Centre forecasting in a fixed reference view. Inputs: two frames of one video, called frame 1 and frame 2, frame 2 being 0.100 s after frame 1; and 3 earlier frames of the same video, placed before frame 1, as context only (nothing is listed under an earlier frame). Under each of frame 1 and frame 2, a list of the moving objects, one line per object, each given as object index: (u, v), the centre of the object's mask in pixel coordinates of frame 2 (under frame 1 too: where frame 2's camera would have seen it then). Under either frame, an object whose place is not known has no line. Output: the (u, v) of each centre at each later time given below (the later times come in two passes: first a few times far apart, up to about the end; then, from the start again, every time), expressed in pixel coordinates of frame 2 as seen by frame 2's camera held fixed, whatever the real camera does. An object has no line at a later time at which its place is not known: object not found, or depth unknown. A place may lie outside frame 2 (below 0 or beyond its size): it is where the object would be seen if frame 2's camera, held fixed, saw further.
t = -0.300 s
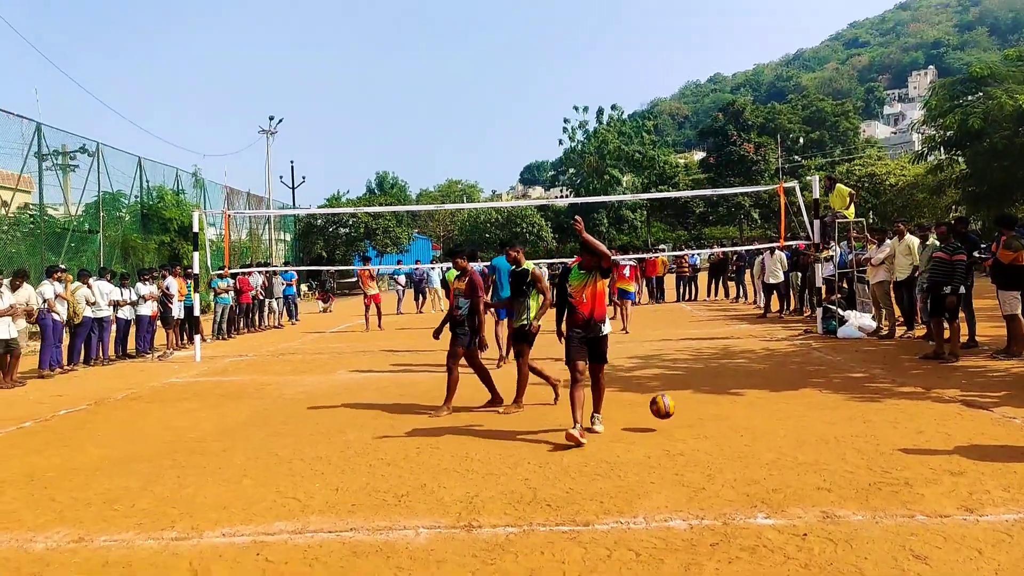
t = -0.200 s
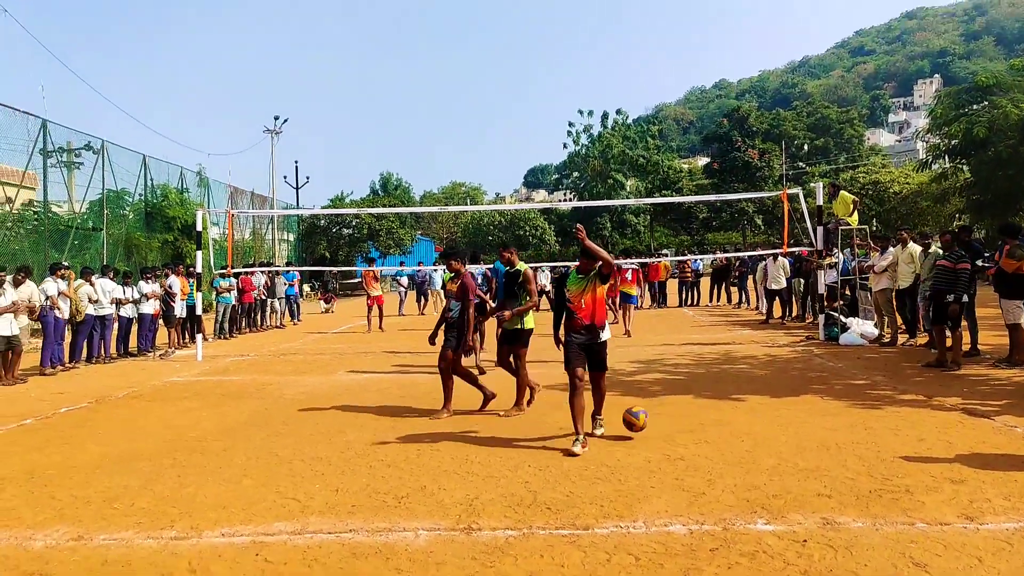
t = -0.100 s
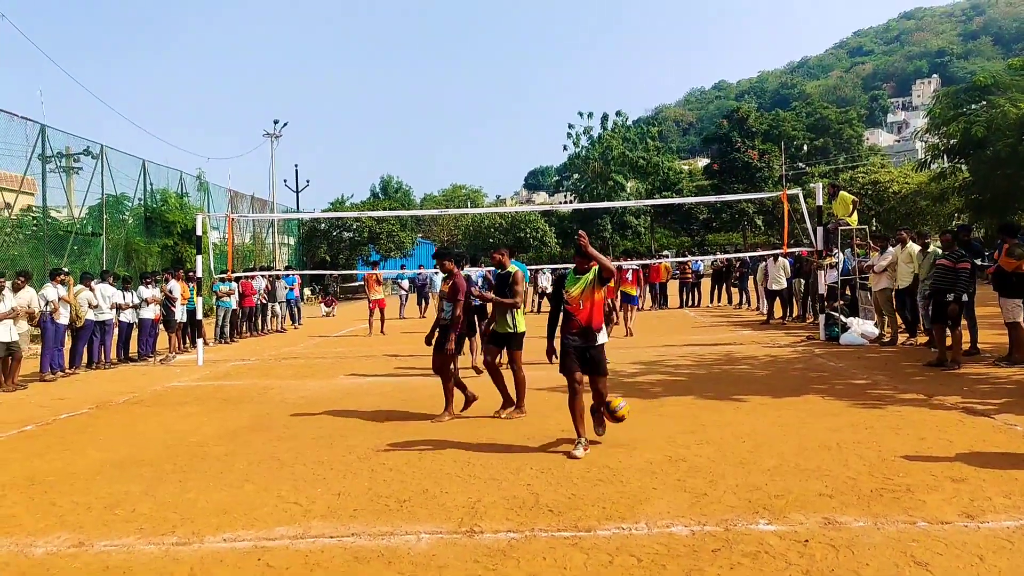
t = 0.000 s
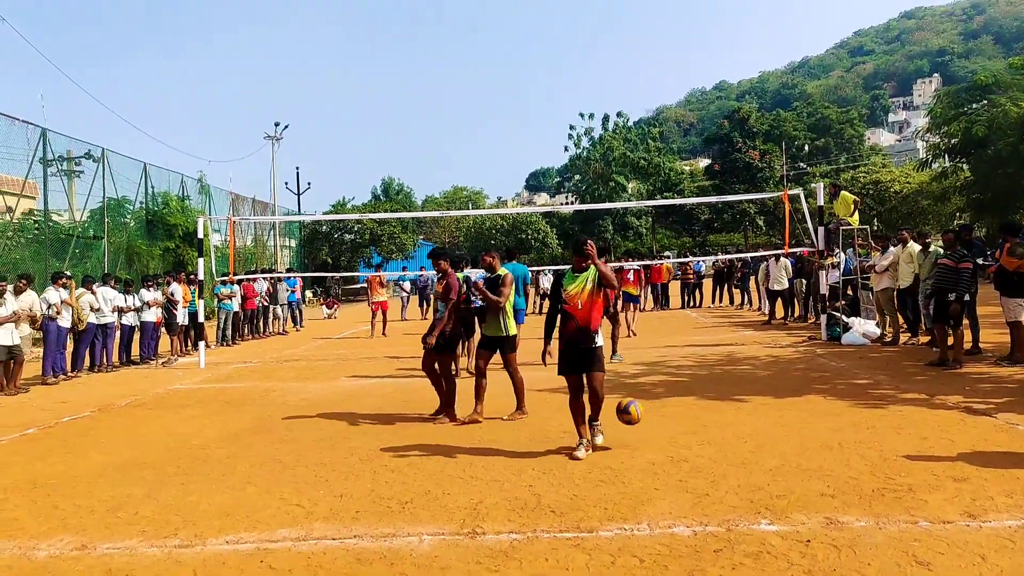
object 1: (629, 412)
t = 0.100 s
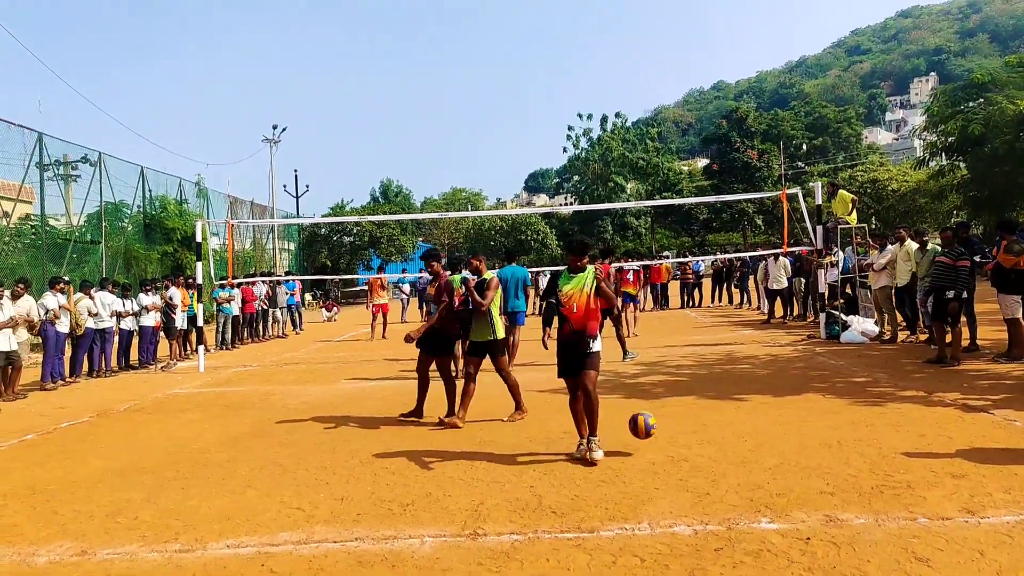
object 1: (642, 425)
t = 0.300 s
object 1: (656, 436)
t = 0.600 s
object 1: (667, 456)
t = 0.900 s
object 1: (684, 474)
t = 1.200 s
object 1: (704, 493)
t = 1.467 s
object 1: (721, 523)
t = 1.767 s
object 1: (750, 567)
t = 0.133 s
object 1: (647, 433)
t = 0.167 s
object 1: (651, 443)
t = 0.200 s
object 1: (654, 444)
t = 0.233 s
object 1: (655, 439)
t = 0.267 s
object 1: (655, 437)
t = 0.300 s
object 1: (656, 436)
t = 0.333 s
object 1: (657, 435)
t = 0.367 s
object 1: (658, 436)
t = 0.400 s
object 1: (659, 439)
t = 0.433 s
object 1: (660, 443)
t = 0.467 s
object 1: (661, 449)
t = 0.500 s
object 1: (663, 458)
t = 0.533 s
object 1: (664, 463)
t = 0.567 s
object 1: (666, 459)
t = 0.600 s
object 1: (667, 456)
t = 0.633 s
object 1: (669, 455)
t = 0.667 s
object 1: (670, 456)
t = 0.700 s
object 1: (672, 458)
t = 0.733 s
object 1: (674, 461)
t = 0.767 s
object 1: (676, 466)
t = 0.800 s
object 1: (678, 474)
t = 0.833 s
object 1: (679, 479)
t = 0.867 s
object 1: (682, 475)
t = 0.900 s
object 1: (684, 474)
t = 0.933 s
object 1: (686, 474)
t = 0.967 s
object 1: (688, 476)
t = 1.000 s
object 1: (690, 480)
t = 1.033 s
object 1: (693, 486)
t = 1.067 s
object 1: (695, 494)
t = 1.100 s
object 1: (697, 497)
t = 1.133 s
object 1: (699, 494)
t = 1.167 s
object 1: (701, 492)
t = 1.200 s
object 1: (704, 493)
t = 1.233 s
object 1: (706, 496)
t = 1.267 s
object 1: (708, 501)
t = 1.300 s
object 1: (711, 509)
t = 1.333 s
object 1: (713, 520)
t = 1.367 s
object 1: (715, 518)
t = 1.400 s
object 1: (717, 517)
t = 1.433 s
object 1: (719, 519)
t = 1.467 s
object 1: (721, 523)
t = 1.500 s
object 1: (723, 529)
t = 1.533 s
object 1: (726, 538)
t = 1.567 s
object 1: (729, 542)
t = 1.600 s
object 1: (732, 545)
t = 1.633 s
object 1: (735, 551)
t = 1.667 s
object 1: (738, 555)
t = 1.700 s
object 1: (743, 560)
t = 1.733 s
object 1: (746, 564)
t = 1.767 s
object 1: (750, 567)
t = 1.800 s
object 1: (753, 569)
